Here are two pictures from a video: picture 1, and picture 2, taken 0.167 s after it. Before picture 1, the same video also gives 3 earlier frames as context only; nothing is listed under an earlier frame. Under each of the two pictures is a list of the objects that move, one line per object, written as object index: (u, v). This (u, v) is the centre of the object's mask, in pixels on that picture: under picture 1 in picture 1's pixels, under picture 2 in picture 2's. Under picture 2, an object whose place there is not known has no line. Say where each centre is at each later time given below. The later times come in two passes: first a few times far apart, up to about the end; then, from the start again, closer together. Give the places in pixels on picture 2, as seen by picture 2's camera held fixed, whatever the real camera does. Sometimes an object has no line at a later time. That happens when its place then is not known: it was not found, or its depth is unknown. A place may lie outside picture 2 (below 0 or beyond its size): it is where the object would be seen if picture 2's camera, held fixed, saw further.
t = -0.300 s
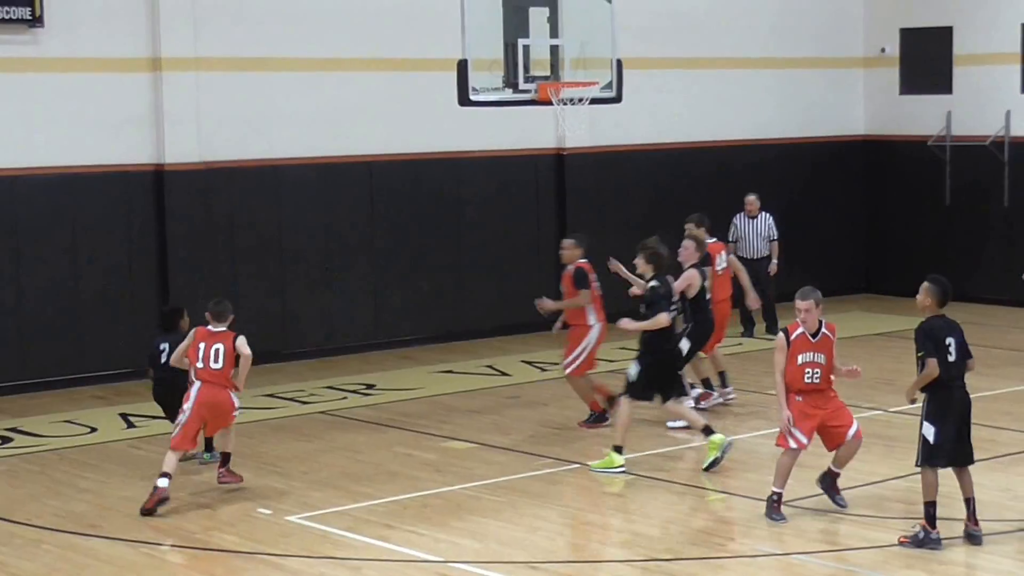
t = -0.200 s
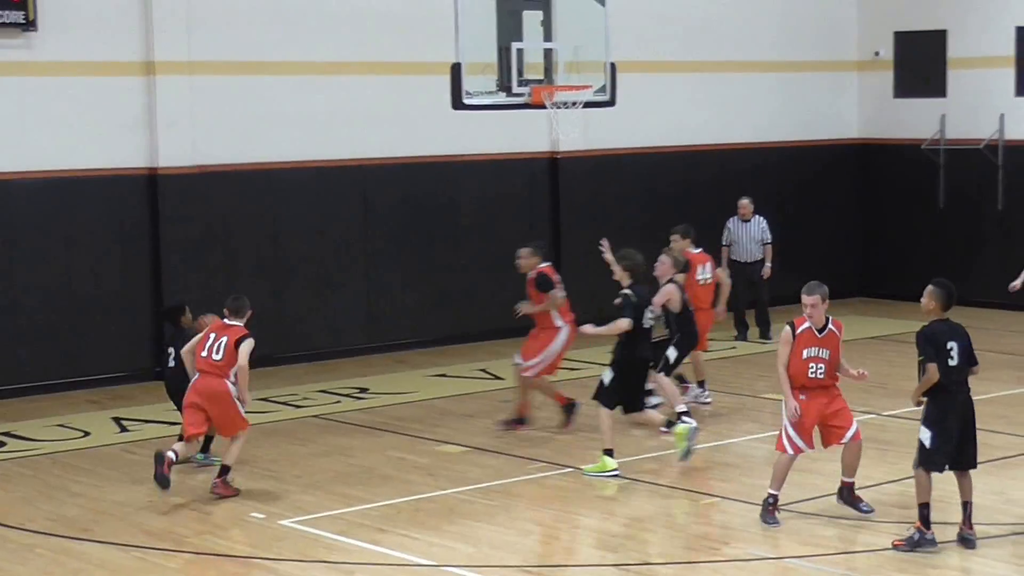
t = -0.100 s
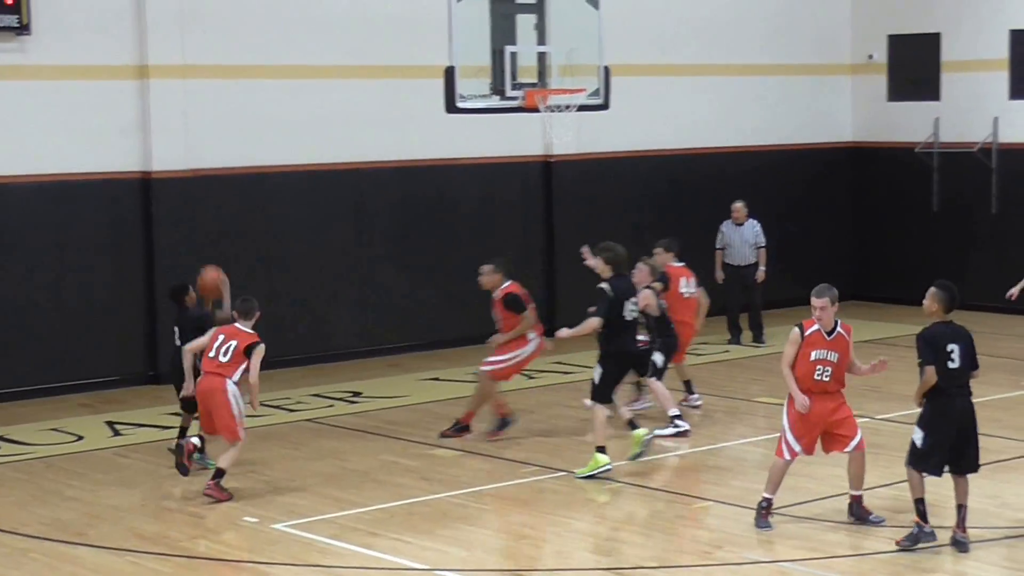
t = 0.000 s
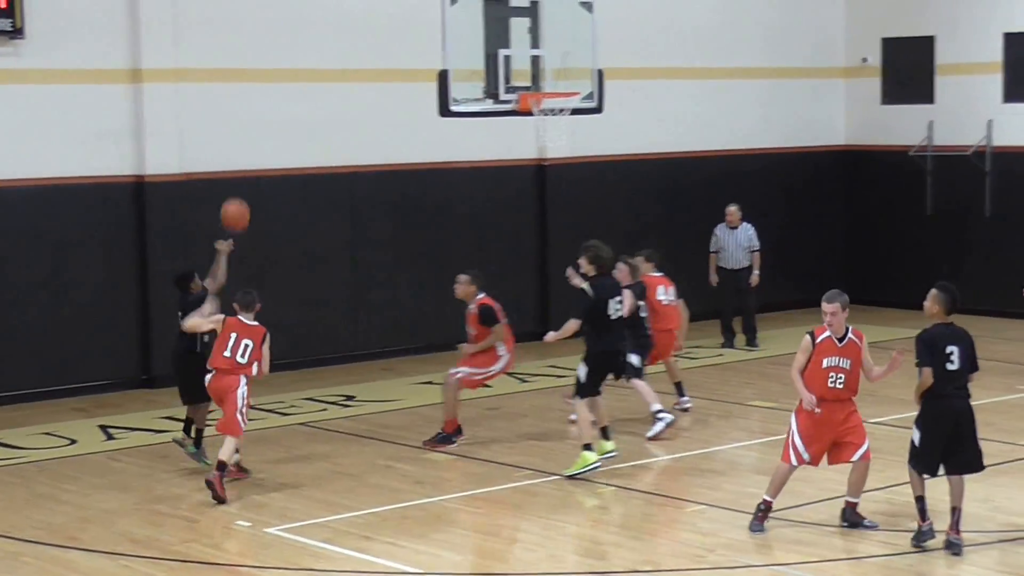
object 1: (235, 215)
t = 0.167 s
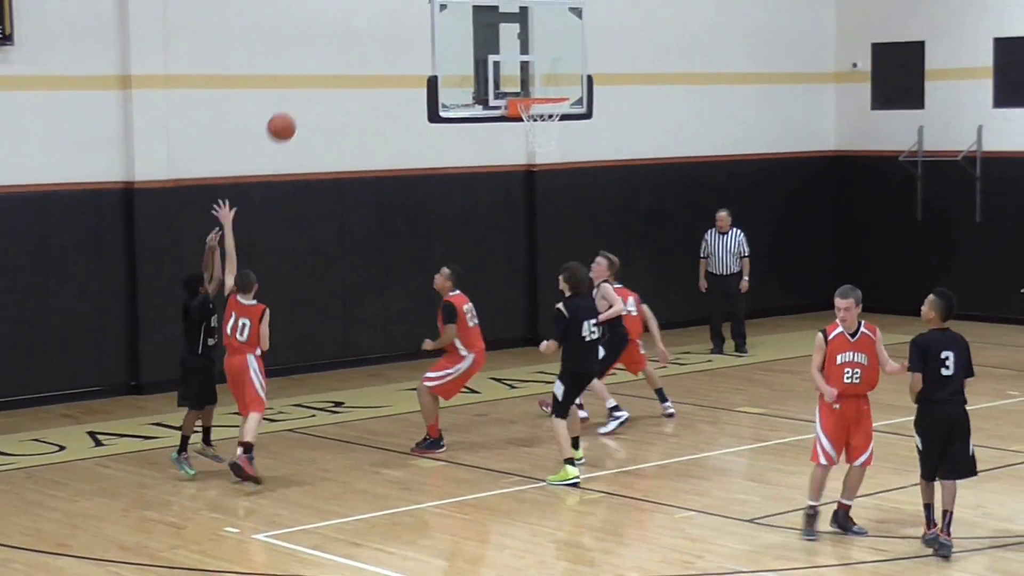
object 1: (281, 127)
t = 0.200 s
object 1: (293, 113)
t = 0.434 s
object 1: (369, 50)
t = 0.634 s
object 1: (435, 47)
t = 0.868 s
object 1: (505, 101)
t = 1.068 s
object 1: (487, 188)
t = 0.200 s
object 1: (293, 113)
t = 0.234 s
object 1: (304, 100)
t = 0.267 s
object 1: (315, 88)
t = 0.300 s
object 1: (326, 78)
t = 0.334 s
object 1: (337, 69)
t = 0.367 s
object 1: (348, 61)
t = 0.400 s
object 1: (359, 55)
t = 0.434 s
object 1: (369, 50)
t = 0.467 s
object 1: (380, 46)
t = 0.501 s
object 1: (391, 44)
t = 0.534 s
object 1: (402, 43)
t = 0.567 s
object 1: (412, 43)
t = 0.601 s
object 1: (424, 45)
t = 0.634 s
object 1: (435, 47)
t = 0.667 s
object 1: (444, 51)
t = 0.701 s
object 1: (454, 57)
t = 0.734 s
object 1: (465, 63)
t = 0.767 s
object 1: (475, 71)
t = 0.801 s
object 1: (485, 79)
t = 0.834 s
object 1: (494, 90)
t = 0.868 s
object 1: (505, 101)
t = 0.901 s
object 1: (508, 111)
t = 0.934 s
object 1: (504, 124)
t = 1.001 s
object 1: (495, 154)
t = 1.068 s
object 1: (487, 188)
